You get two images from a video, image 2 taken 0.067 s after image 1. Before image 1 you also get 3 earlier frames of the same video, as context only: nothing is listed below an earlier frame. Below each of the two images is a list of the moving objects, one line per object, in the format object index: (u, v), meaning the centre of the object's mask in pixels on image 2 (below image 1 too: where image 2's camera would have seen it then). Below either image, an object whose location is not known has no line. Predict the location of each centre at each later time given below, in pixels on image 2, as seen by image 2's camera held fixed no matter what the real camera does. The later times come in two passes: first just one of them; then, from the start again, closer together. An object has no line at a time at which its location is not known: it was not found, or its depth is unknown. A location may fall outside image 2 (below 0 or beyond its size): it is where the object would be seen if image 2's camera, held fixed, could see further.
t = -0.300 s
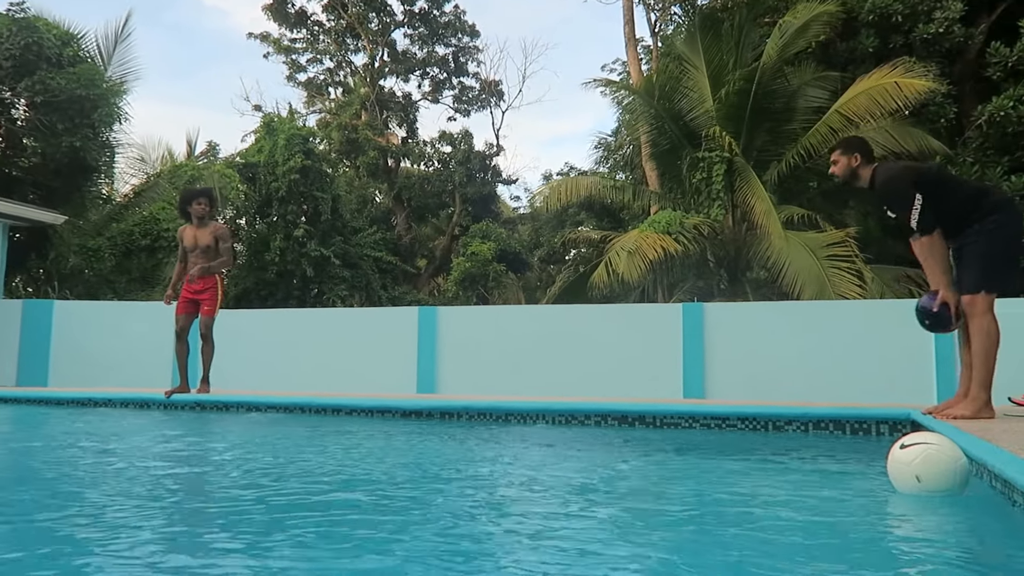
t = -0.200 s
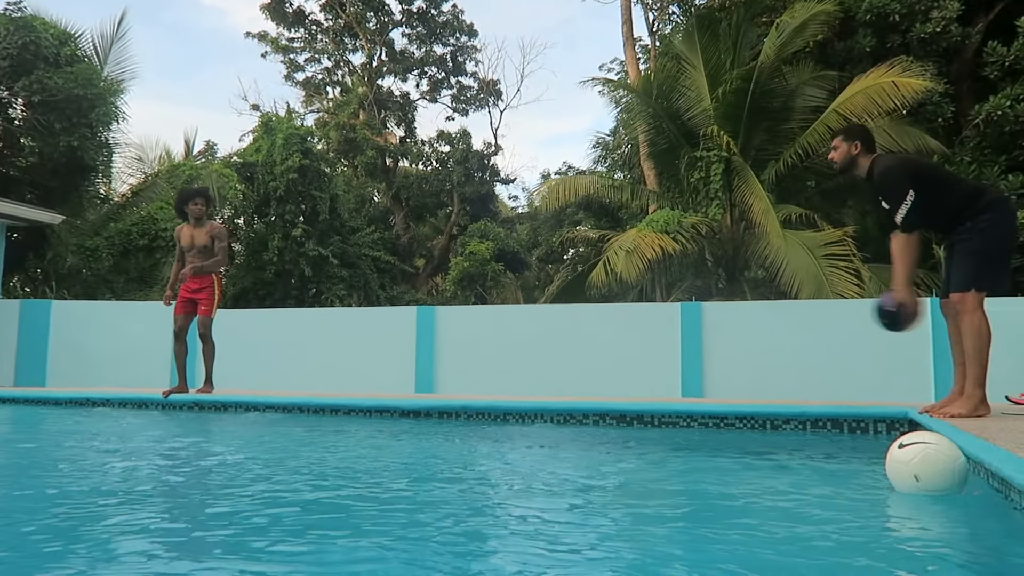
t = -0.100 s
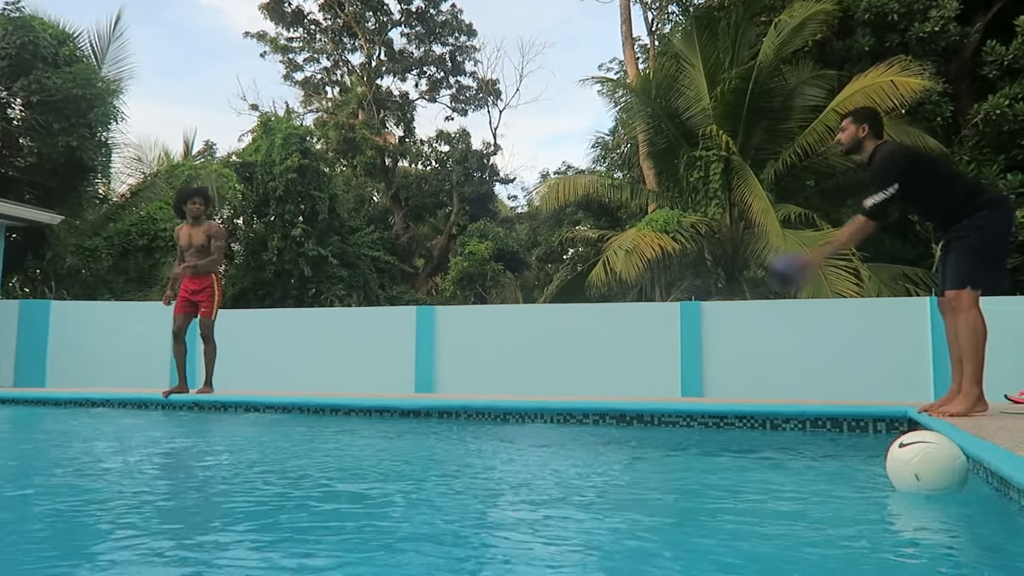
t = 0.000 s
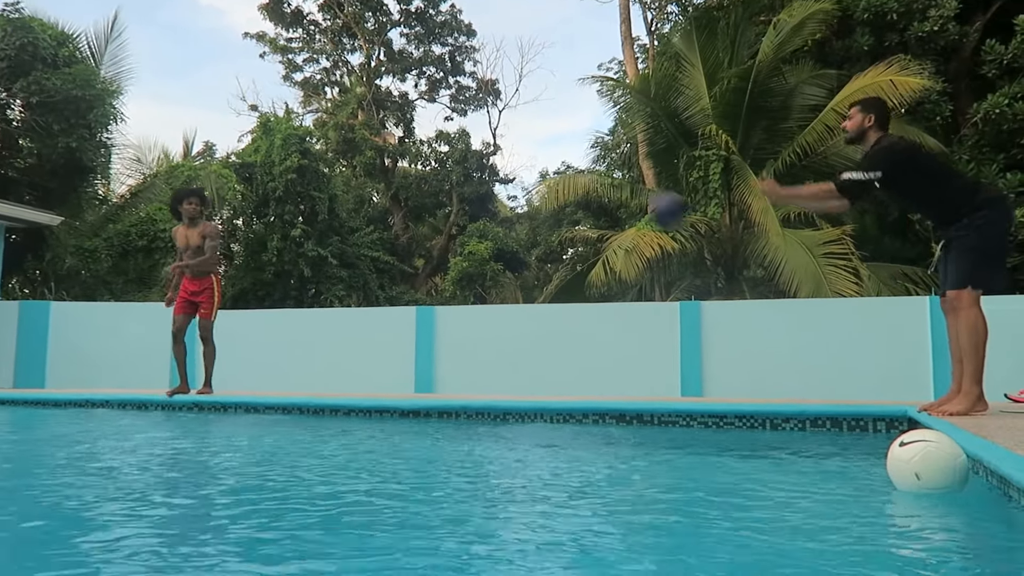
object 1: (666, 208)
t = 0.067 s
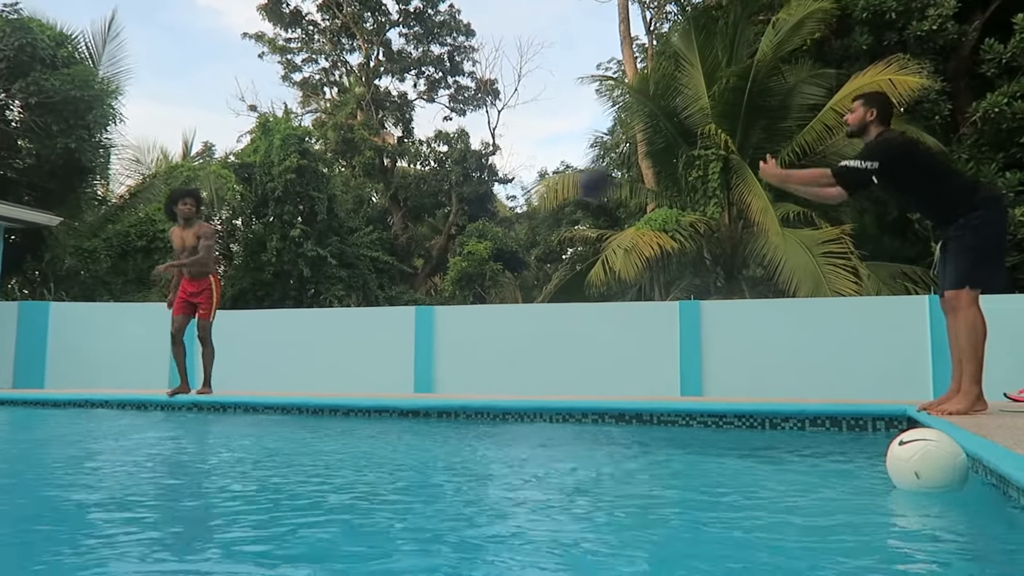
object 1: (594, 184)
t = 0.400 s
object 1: (283, 160)
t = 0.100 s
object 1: (560, 171)
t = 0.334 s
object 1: (339, 150)
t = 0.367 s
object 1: (309, 156)
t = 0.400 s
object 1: (283, 160)
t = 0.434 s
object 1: (254, 169)
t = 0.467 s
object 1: (230, 178)
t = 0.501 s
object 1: (198, 187)
